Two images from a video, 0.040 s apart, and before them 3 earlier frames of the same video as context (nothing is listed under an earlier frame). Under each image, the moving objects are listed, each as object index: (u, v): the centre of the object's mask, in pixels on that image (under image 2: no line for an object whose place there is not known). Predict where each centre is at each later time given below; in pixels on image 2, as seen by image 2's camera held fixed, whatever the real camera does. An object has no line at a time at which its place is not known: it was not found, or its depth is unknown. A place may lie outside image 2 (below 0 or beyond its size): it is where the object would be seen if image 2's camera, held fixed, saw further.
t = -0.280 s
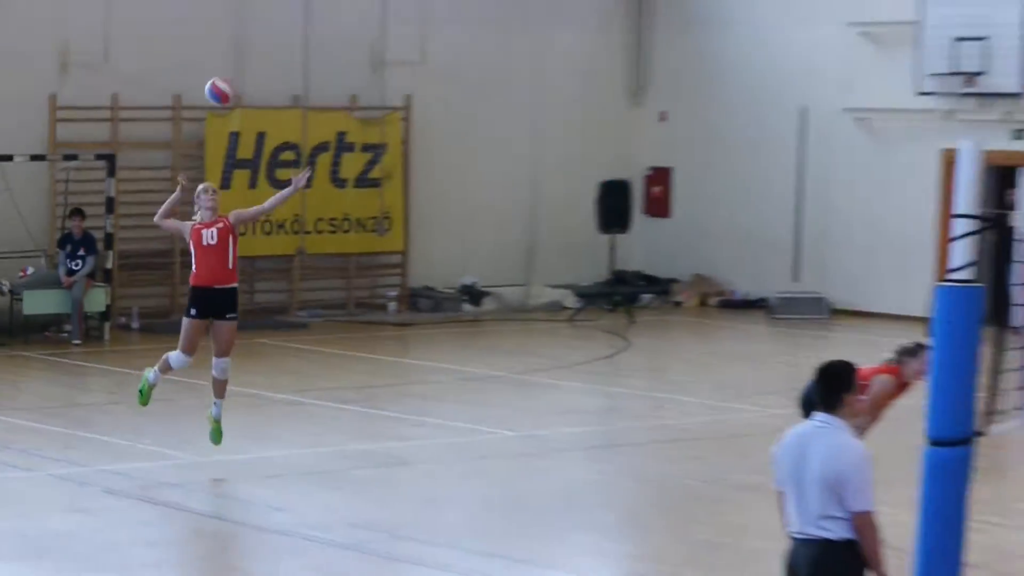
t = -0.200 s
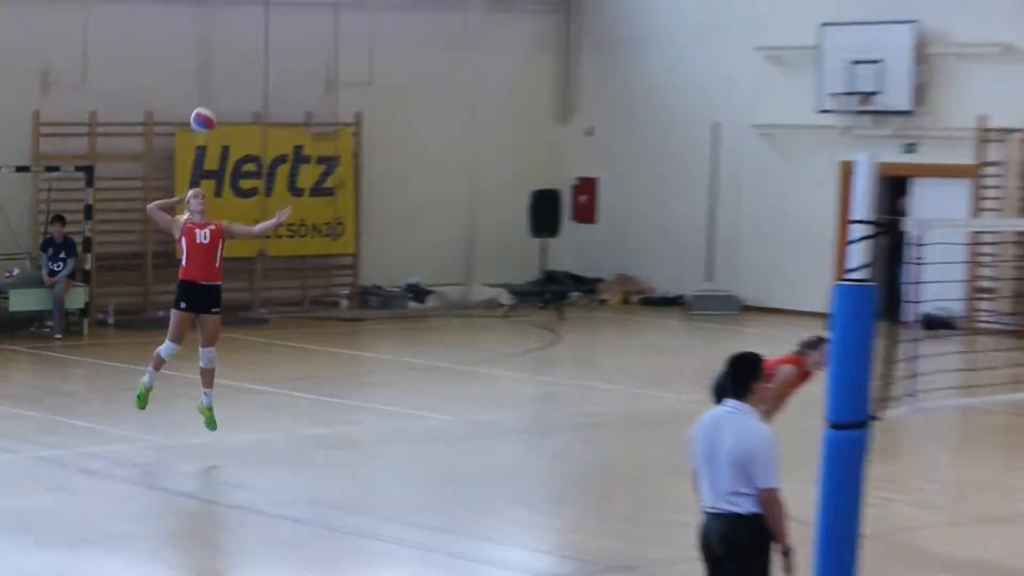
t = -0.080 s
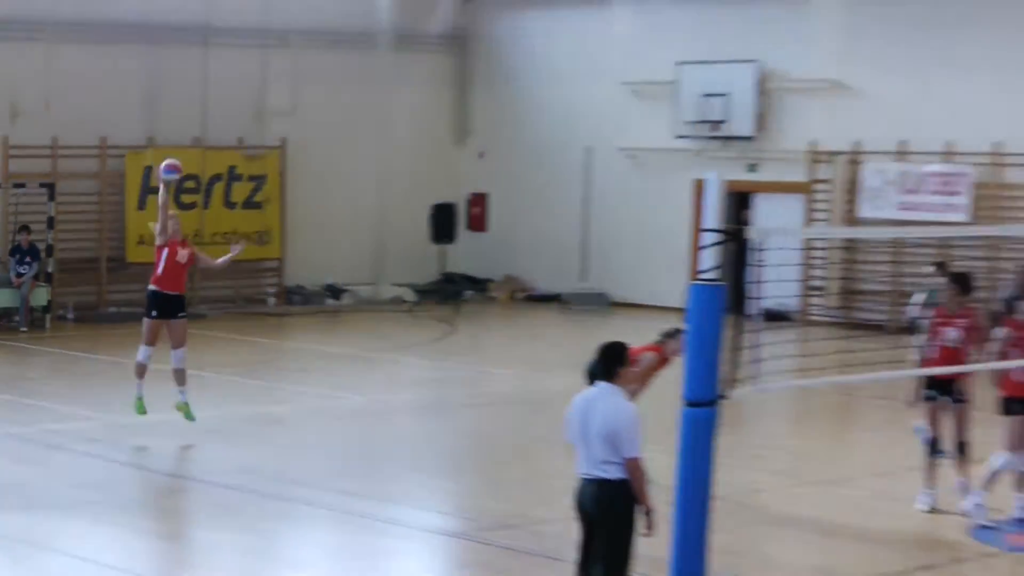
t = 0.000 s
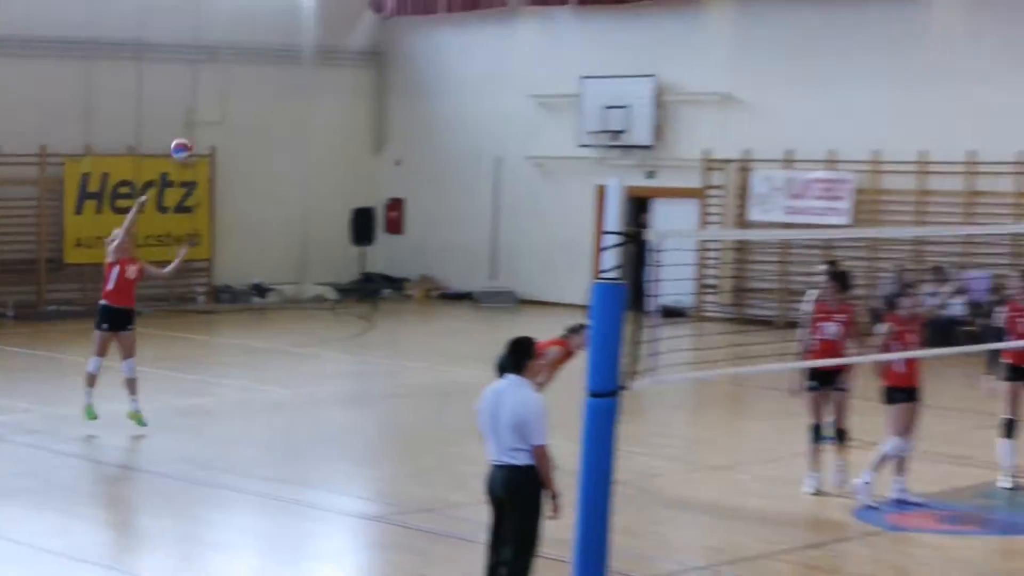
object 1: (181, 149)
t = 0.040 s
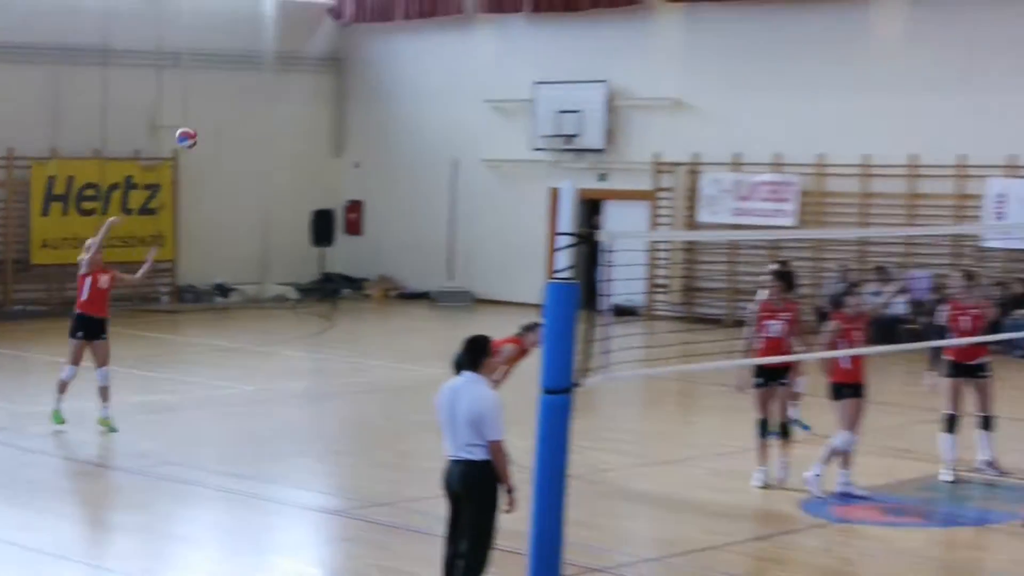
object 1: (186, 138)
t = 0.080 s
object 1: (230, 124)
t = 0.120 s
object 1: (274, 112)
